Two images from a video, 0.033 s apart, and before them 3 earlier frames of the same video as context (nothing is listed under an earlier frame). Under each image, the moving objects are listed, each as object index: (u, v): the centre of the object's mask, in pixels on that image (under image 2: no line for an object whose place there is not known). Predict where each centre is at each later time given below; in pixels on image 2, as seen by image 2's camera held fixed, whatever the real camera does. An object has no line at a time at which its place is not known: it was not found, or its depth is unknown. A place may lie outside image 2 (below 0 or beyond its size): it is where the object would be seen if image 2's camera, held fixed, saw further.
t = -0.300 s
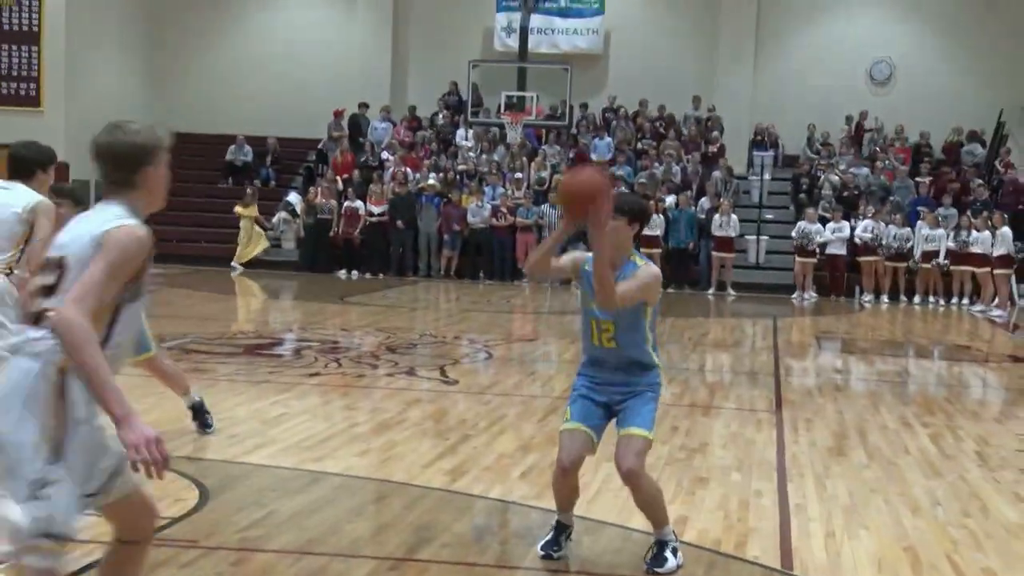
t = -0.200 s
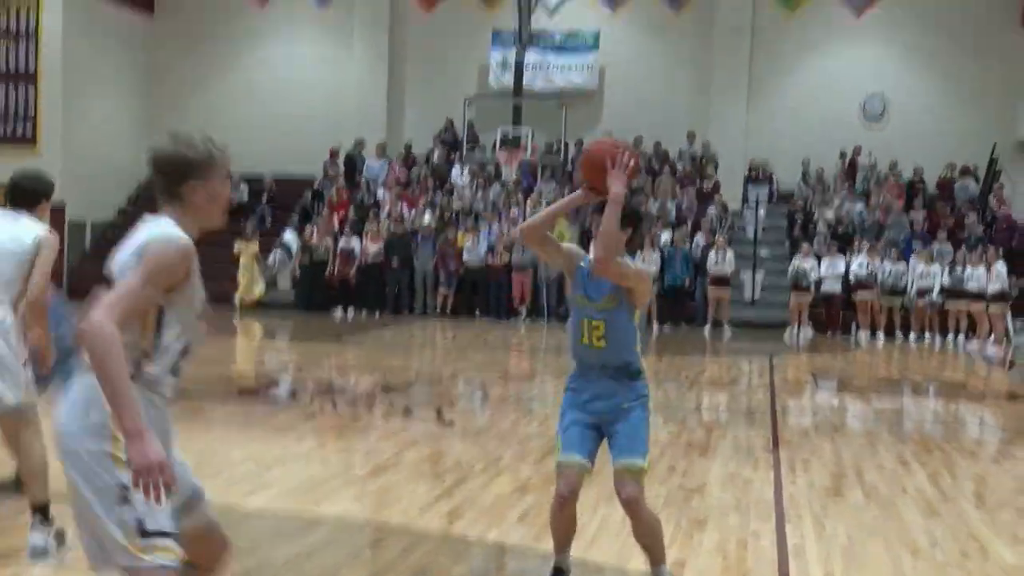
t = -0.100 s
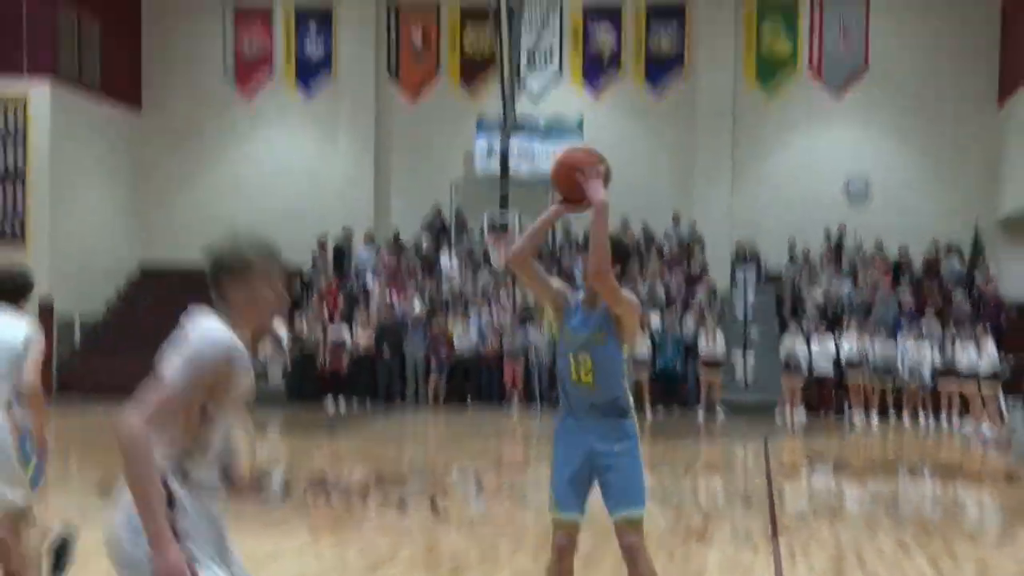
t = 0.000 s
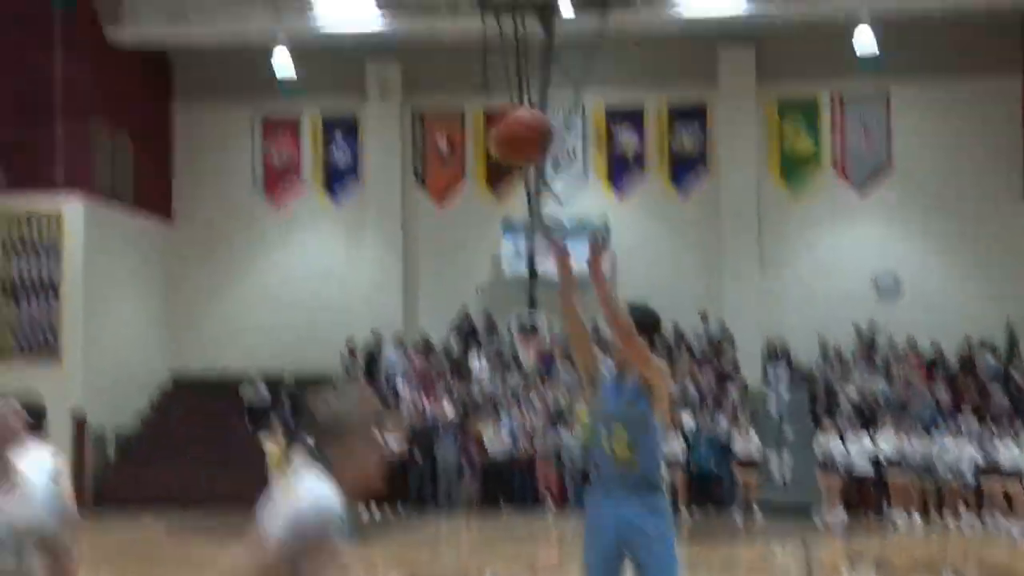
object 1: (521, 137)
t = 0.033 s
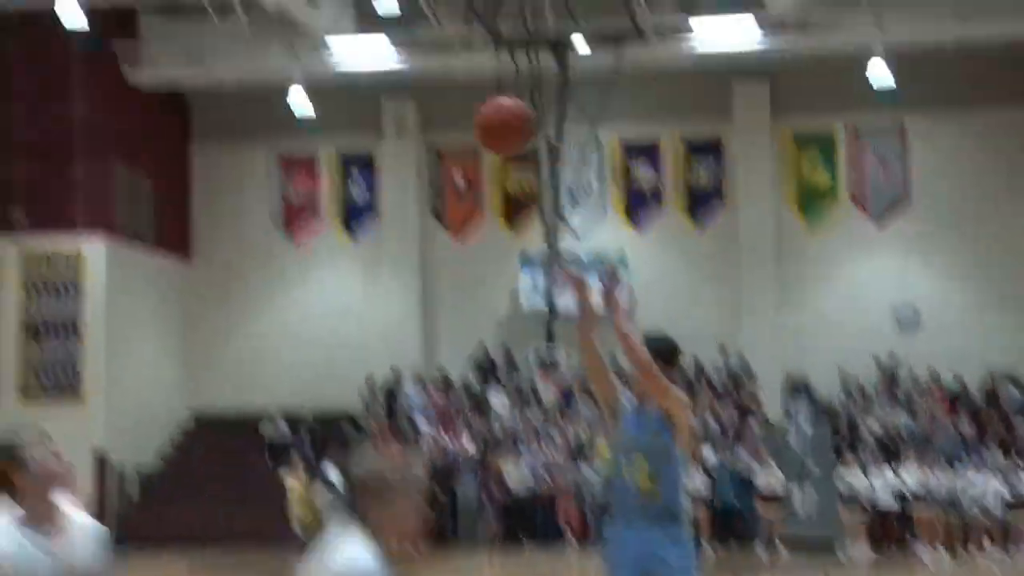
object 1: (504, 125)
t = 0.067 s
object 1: (465, 78)
